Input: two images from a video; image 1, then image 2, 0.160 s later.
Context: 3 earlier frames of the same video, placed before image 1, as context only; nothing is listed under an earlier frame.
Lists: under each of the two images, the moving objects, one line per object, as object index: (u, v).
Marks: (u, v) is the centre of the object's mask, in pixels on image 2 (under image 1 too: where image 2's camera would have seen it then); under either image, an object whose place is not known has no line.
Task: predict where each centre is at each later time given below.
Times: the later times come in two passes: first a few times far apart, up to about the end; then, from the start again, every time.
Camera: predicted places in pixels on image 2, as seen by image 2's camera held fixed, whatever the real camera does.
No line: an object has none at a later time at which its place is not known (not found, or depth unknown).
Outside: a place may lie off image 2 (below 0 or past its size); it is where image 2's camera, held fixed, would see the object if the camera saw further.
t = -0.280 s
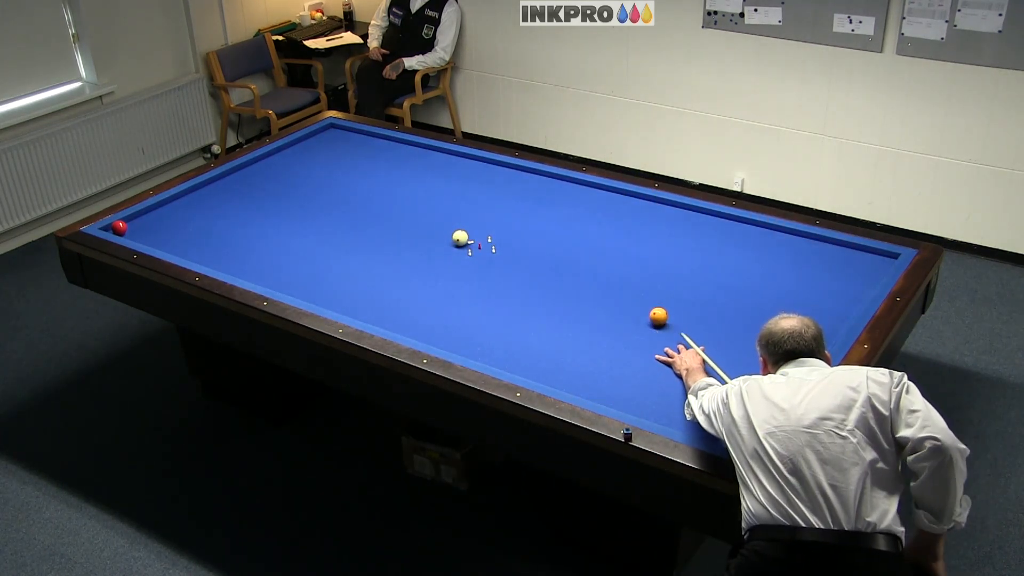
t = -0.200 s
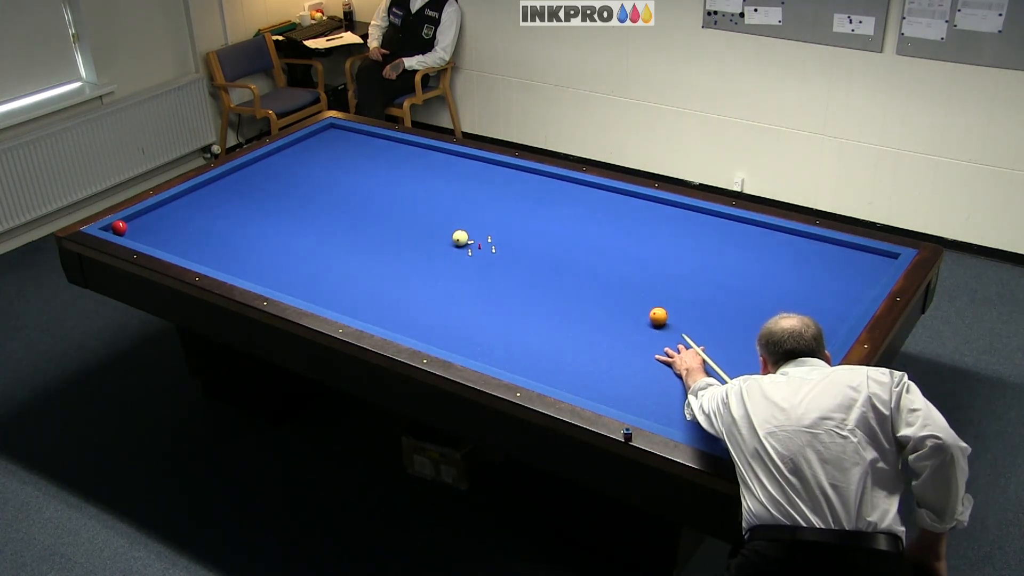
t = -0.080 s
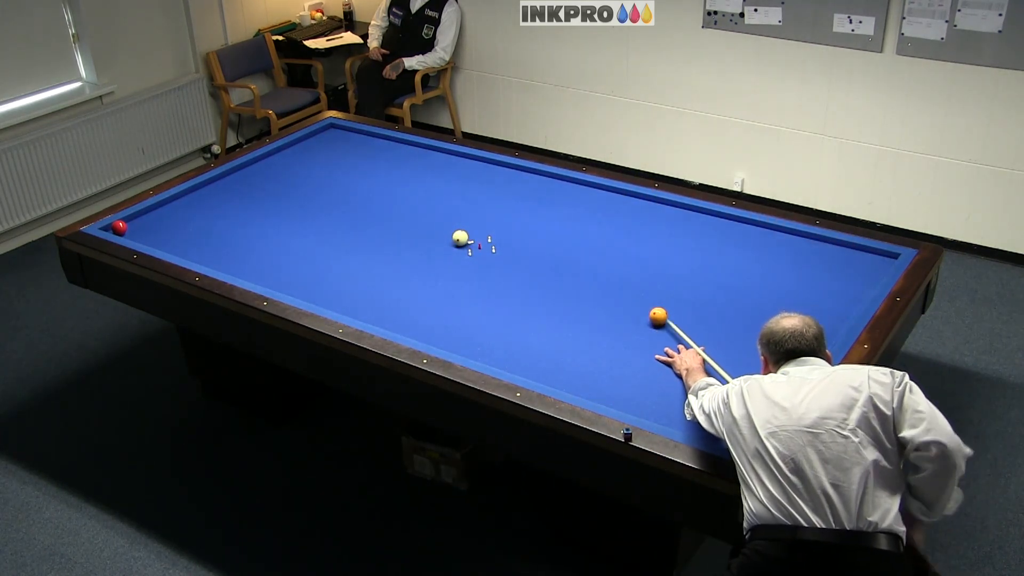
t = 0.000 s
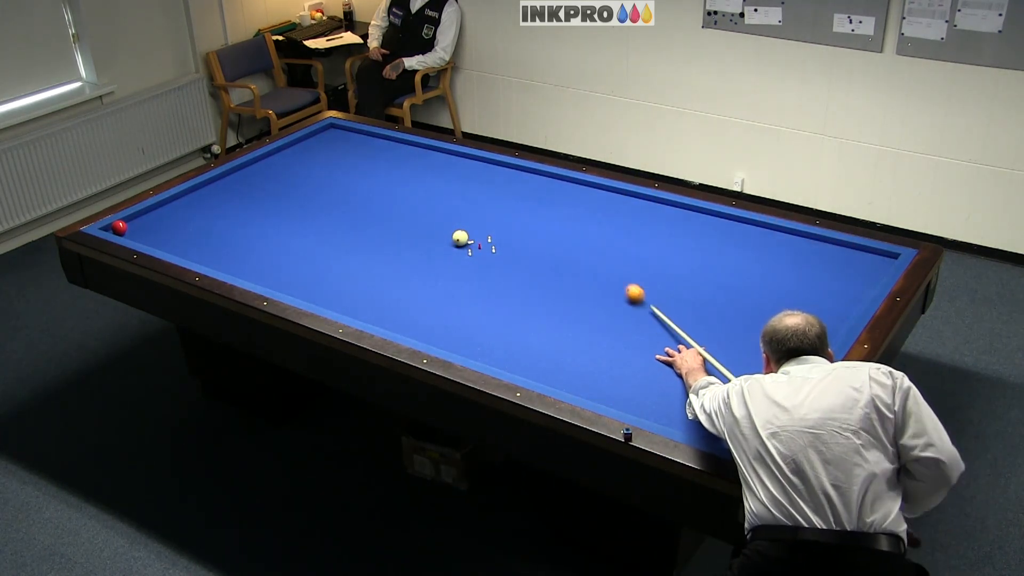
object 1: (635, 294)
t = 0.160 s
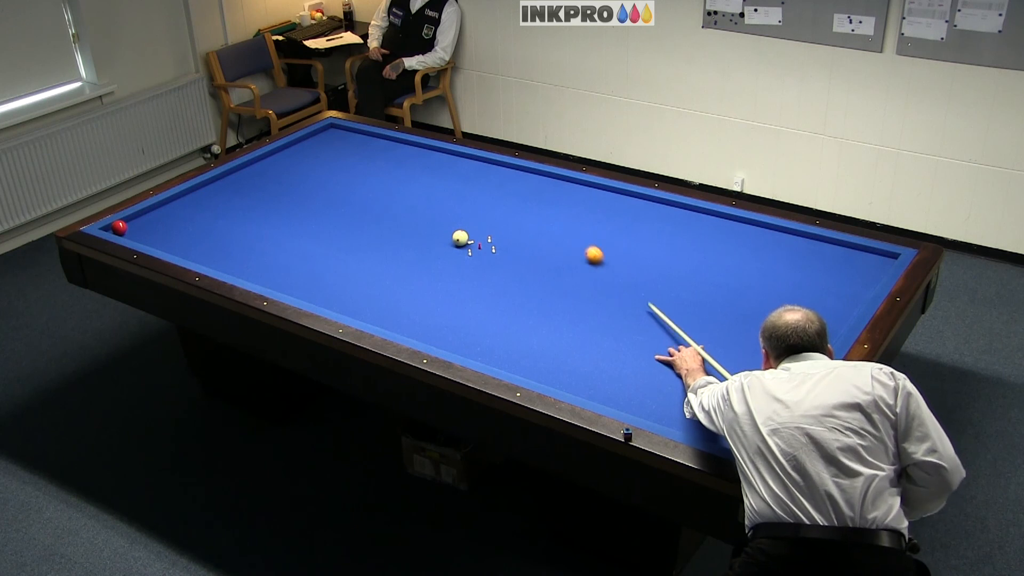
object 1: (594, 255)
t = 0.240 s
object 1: (578, 240)
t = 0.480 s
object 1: (541, 203)
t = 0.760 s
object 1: (505, 167)
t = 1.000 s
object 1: (453, 165)
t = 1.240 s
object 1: (403, 164)
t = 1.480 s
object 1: (355, 162)
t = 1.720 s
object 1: (309, 160)
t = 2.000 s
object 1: (262, 159)
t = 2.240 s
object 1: (276, 165)
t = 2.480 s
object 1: (286, 171)
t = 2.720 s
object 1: (297, 177)
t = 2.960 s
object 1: (308, 183)
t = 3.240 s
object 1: (320, 190)
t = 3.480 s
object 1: (331, 196)
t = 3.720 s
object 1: (342, 202)
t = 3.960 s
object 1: (352, 207)
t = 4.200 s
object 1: (363, 213)
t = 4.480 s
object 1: (375, 220)
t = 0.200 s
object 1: (586, 247)
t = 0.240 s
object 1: (578, 240)
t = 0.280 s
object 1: (571, 233)
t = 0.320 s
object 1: (564, 226)
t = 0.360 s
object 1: (558, 220)
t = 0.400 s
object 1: (553, 214)
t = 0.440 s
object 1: (547, 209)
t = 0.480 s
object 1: (541, 203)
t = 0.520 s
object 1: (535, 197)
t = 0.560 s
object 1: (530, 192)
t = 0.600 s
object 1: (525, 187)
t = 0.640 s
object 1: (520, 182)
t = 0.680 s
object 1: (515, 177)
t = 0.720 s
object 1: (510, 172)
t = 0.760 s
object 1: (505, 167)
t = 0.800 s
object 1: (498, 165)
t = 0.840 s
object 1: (488, 166)
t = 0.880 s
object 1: (479, 166)
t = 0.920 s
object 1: (470, 166)
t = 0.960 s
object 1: (461, 166)
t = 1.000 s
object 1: (453, 165)
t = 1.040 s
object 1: (444, 165)
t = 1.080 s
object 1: (436, 165)
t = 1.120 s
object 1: (428, 165)
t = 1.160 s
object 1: (420, 164)
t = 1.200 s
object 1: (411, 164)
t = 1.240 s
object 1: (403, 164)
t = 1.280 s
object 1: (395, 163)
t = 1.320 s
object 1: (387, 163)
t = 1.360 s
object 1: (379, 163)
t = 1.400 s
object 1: (371, 162)
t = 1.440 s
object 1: (363, 162)
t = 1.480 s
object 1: (355, 162)
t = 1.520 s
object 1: (348, 162)
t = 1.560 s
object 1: (340, 161)
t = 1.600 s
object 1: (332, 161)
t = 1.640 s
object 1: (324, 161)
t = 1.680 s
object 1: (317, 161)
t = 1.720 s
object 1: (309, 160)
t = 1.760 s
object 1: (301, 160)
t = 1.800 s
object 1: (294, 160)
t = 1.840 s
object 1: (286, 159)
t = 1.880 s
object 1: (279, 159)
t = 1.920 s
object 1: (271, 159)
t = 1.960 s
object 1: (264, 159)
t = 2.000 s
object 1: (262, 159)
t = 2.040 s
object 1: (265, 160)
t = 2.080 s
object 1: (268, 161)
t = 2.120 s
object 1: (270, 162)
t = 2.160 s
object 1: (272, 163)
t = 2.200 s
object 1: (274, 164)
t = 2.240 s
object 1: (276, 165)
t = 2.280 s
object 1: (278, 166)
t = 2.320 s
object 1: (279, 167)
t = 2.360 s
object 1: (281, 168)
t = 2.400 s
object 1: (283, 169)
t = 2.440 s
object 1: (285, 170)
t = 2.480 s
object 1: (286, 171)
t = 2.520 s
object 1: (288, 172)
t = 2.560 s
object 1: (290, 173)
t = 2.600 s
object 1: (292, 174)
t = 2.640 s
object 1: (294, 175)
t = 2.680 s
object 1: (295, 176)
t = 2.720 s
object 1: (297, 177)
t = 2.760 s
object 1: (299, 178)
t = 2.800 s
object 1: (301, 179)
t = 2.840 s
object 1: (302, 180)
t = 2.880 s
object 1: (305, 181)
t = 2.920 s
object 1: (306, 182)
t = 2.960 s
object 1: (308, 183)
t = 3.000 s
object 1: (310, 184)
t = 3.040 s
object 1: (311, 185)
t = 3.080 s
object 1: (313, 186)
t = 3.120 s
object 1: (315, 187)
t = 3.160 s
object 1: (317, 188)
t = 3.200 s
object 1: (319, 189)
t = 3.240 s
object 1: (320, 190)
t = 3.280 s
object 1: (322, 191)
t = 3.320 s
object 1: (324, 192)
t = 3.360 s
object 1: (326, 193)
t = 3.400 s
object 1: (327, 194)
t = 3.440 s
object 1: (329, 195)
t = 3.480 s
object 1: (331, 196)
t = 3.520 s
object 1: (333, 197)
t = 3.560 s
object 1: (335, 198)
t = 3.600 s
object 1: (336, 199)
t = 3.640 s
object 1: (338, 200)
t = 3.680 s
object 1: (340, 201)
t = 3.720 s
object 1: (342, 202)
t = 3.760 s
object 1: (343, 203)
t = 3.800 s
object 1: (345, 204)
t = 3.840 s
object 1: (347, 205)
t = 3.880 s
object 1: (349, 206)
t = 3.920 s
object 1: (350, 207)
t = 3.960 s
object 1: (352, 207)
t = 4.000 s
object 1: (354, 208)
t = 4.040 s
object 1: (356, 209)
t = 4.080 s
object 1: (357, 210)
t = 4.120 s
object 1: (359, 211)
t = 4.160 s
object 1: (361, 212)
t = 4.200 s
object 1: (363, 213)
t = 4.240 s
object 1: (364, 214)
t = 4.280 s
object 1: (366, 215)
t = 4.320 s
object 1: (368, 216)
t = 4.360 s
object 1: (370, 217)
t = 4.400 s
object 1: (371, 218)
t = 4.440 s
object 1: (373, 219)
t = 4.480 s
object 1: (375, 220)
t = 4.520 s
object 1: (376, 221)
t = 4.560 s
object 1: (378, 222)
